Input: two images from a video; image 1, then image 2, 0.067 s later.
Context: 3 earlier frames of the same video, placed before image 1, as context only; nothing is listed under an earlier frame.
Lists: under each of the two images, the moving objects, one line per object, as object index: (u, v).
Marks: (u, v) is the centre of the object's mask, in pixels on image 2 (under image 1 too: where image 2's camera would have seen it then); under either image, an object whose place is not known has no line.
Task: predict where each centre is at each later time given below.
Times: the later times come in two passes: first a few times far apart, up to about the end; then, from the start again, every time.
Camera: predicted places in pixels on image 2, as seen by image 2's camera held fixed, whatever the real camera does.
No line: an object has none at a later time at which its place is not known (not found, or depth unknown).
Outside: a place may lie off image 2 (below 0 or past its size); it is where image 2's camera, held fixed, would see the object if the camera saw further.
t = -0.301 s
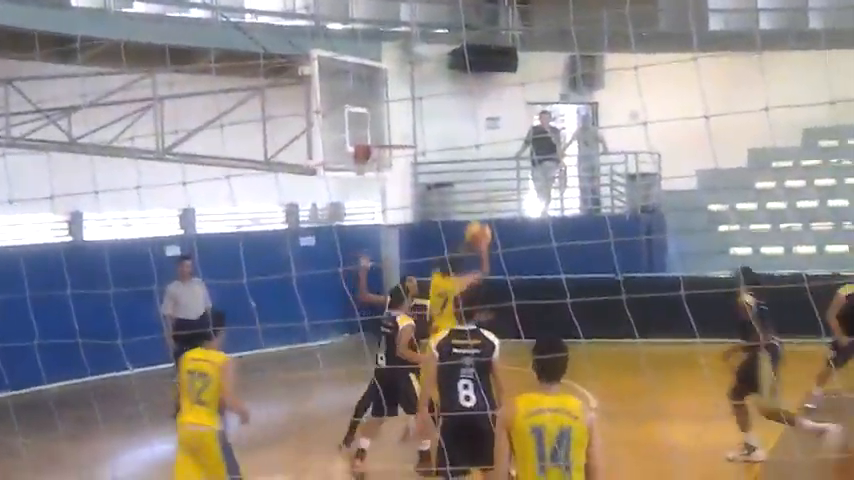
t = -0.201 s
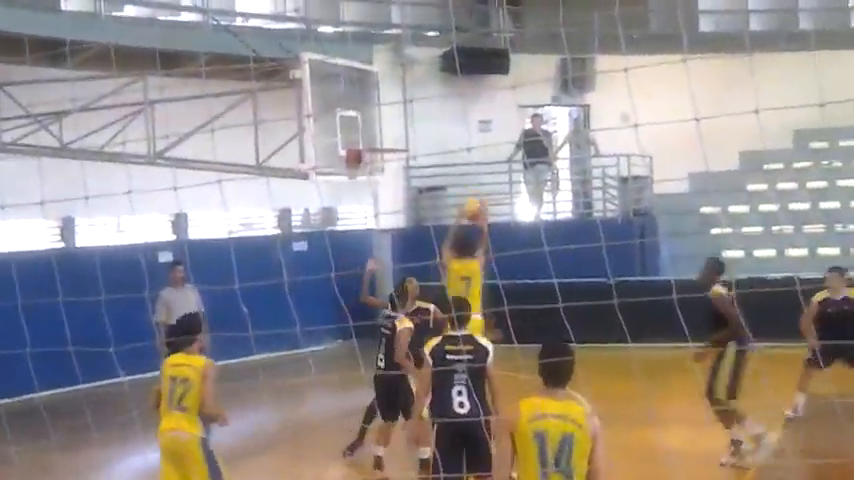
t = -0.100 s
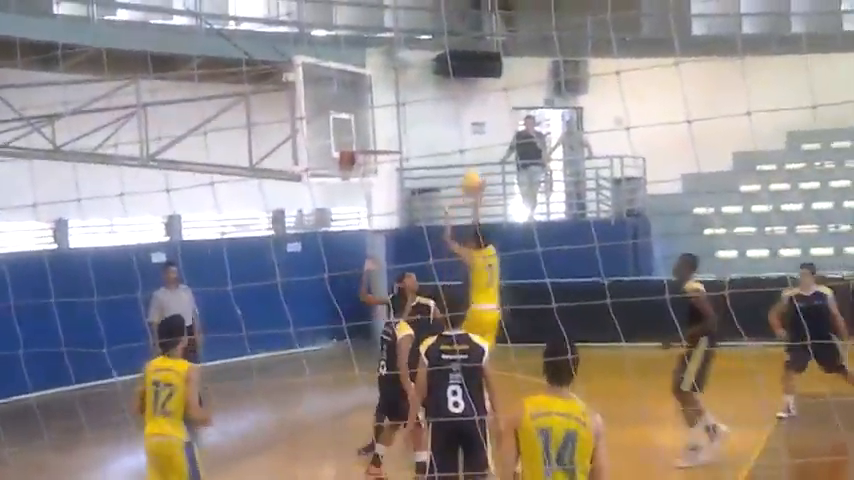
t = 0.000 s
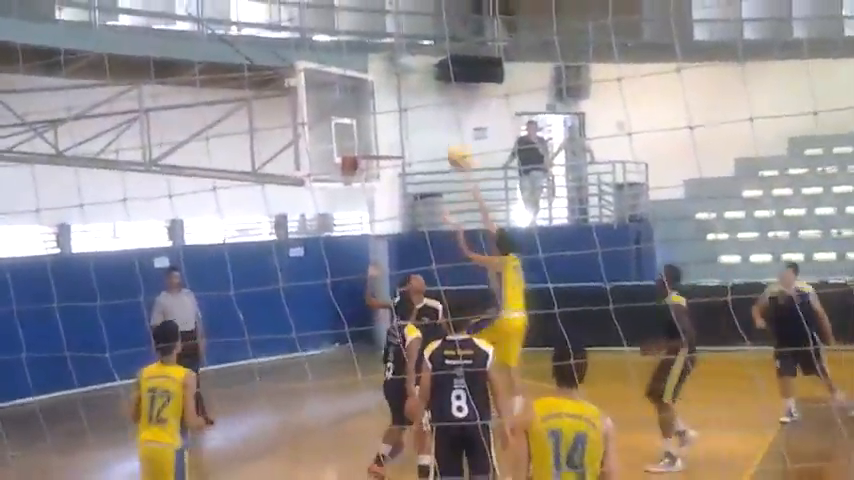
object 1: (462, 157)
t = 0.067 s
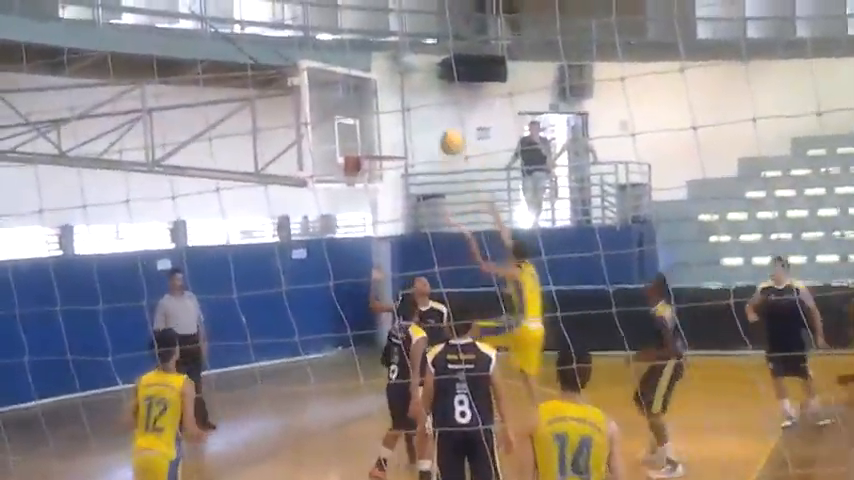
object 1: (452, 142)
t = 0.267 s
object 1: (421, 124)
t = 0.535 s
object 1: (385, 160)
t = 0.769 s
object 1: (354, 247)
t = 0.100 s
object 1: (447, 137)
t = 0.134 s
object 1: (442, 131)
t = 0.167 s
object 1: (437, 128)
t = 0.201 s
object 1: (431, 125)
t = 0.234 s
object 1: (426, 124)
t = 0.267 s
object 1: (421, 124)
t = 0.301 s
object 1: (417, 124)
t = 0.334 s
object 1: (412, 126)
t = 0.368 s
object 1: (406, 130)
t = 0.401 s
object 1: (401, 135)
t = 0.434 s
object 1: (397, 139)
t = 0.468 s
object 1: (393, 144)
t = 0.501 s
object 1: (388, 153)
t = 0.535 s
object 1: (385, 160)
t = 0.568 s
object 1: (381, 169)
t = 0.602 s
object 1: (377, 182)
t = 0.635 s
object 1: (371, 191)
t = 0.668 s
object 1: (367, 204)
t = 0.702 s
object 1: (363, 220)
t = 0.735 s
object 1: (359, 232)
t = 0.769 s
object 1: (354, 247)
